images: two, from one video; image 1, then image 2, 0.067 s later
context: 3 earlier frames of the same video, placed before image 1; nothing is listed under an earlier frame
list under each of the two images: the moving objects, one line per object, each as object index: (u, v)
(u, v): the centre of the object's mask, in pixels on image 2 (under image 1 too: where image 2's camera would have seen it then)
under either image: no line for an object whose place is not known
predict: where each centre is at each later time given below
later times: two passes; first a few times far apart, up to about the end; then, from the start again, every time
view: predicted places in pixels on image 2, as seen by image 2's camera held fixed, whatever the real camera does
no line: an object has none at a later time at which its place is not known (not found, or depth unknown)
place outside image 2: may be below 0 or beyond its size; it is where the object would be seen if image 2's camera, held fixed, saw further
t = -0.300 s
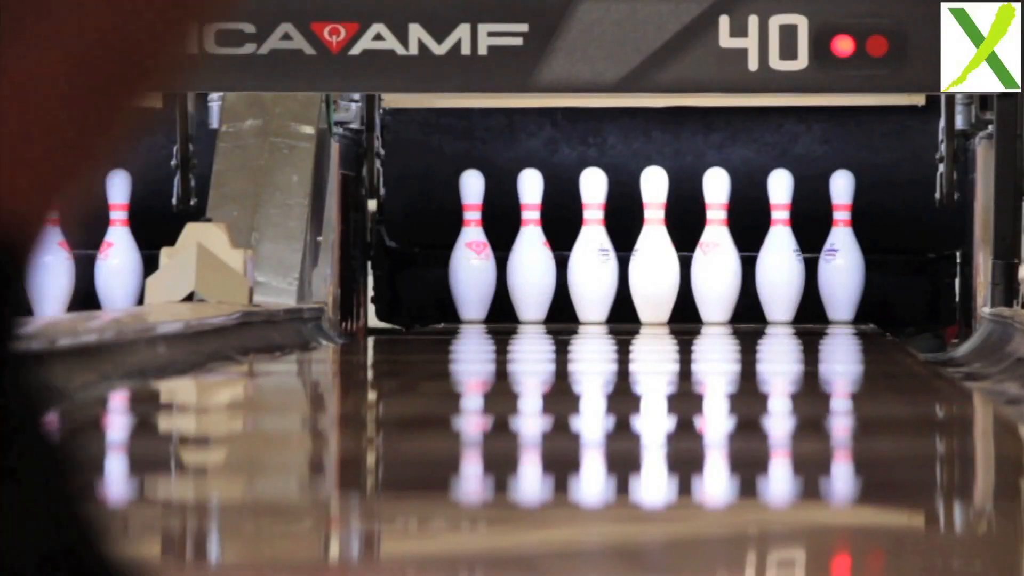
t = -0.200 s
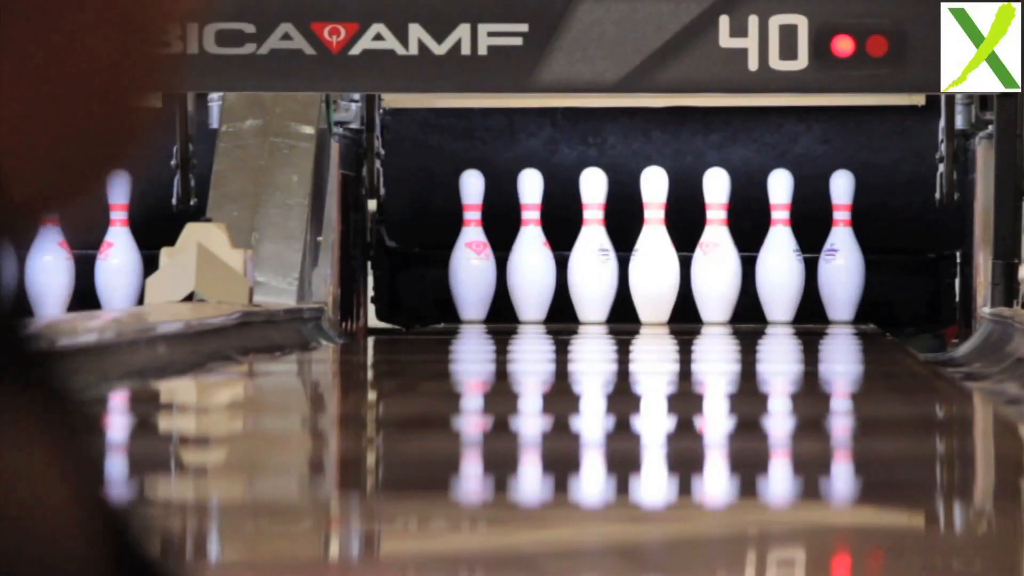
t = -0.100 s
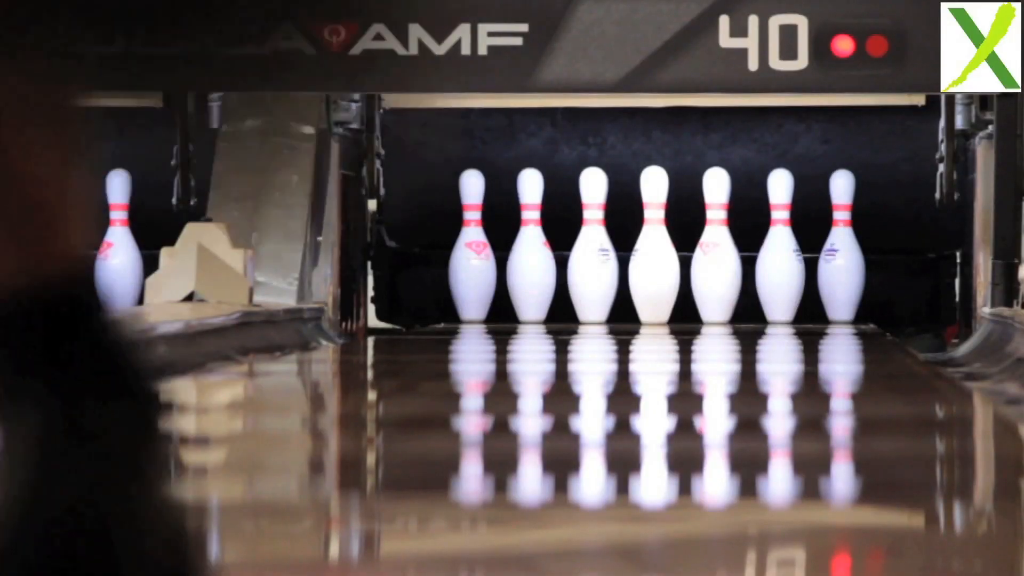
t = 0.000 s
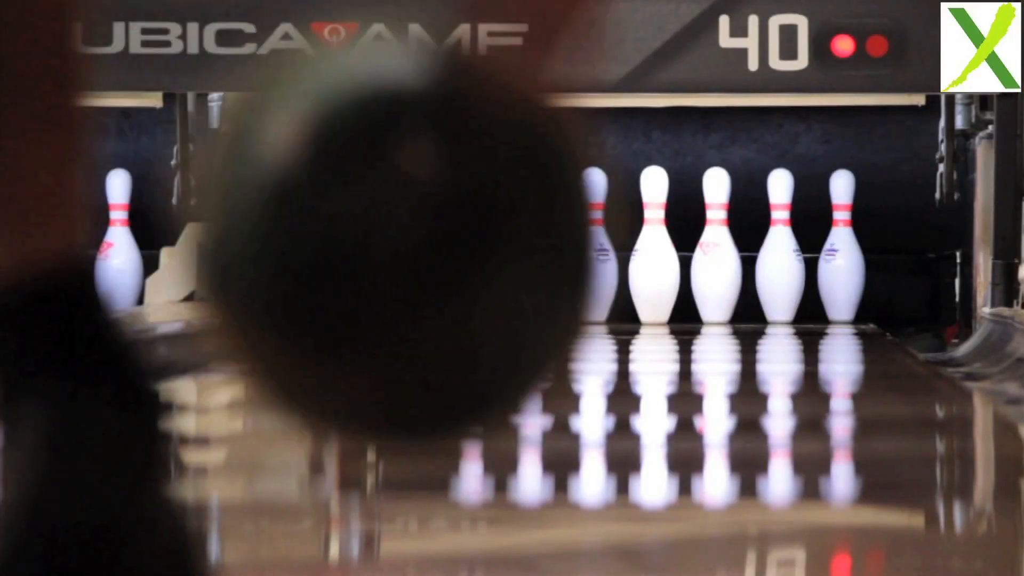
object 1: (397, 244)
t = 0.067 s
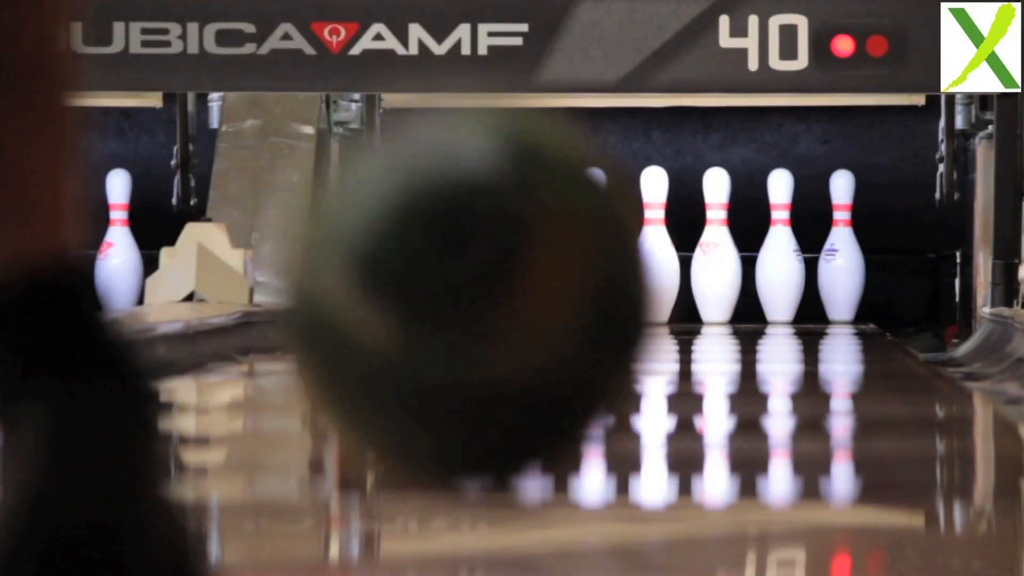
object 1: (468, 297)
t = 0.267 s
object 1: (613, 343)
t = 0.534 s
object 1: (717, 328)
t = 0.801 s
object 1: (780, 310)
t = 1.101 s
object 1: (821, 297)
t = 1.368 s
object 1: (838, 292)
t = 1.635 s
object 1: (838, 289)
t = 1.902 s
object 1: (822, 285)
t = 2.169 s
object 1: (776, 283)
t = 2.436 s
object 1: (710, 281)
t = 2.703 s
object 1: (690, 278)
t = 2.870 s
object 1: (703, 279)
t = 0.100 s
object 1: (494, 357)
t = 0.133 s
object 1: (522, 365)
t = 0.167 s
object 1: (542, 357)
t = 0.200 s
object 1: (564, 357)
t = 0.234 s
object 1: (590, 349)
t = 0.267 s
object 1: (613, 343)
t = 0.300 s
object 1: (627, 342)
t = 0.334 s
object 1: (644, 342)
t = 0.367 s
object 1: (658, 340)
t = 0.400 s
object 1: (670, 338)
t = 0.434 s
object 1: (683, 335)
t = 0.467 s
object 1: (698, 333)
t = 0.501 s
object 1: (708, 331)
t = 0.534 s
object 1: (717, 328)
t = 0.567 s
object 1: (725, 324)
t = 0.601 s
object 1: (735, 321)
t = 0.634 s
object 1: (744, 320)
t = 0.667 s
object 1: (752, 318)
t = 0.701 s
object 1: (759, 317)
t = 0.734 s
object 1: (767, 316)
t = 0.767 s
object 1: (772, 314)
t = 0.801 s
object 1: (780, 310)
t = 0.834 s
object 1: (786, 309)
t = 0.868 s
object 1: (792, 306)
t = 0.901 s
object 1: (798, 304)
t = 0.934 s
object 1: (803, 302)
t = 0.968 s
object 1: (807, 301)
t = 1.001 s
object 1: (810, 299)
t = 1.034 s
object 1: (814, 298)
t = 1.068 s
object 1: (817, 297)
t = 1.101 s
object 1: (821, 297)
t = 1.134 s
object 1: (824, 297)
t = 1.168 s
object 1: (826, 297)
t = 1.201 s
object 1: (829, 296)
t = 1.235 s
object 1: (831, 296)
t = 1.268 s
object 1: (833, 295)
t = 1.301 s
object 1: (835, 294)
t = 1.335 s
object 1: (837, 293)
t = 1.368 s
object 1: (838, 292)
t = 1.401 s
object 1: (838, 292)
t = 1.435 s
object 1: (839, 292)
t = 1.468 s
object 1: (840, 291)
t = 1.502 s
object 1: (840, 291)
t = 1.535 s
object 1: (840, 290)
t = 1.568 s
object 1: (840, 289)
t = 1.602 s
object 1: (839, 289)
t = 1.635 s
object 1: (838, 289)
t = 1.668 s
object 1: (838, 288)
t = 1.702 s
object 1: (837, 287)
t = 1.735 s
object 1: (835, 287)
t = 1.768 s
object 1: (833, 287)
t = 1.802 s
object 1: (831, 286)
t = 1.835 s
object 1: (828, 286)
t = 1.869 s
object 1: (825, 285)
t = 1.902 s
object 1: (822, 285)
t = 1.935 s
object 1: (817, 284)
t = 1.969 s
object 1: (813, 284)
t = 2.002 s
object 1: (807, 284)
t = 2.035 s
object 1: (800, 283)
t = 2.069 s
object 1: (795, 283)
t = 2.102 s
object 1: (788, 283)
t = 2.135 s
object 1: (782, 283)
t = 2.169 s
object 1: (776, 283)
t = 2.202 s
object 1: (768, 283)
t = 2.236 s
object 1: (760, 283)
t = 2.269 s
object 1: (750, 282)
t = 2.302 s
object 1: (742, 281)
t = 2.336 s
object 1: (732, 281)
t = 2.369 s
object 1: (724, 281)
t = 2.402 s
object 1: (718, 281)
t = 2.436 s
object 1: (710, 281)
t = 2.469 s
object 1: (704, 281)
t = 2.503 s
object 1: (694, 279)
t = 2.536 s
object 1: (690, 279)
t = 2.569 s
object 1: (693, 279)
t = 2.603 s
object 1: (691, 279)
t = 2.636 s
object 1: (688, 278)
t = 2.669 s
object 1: (687, 279)
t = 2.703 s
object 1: (690, 278)
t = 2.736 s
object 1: (693, 278)
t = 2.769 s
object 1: (695, 279)
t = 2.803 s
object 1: (697, 279)
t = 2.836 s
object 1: (700, 278)
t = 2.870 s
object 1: (703, 279)
